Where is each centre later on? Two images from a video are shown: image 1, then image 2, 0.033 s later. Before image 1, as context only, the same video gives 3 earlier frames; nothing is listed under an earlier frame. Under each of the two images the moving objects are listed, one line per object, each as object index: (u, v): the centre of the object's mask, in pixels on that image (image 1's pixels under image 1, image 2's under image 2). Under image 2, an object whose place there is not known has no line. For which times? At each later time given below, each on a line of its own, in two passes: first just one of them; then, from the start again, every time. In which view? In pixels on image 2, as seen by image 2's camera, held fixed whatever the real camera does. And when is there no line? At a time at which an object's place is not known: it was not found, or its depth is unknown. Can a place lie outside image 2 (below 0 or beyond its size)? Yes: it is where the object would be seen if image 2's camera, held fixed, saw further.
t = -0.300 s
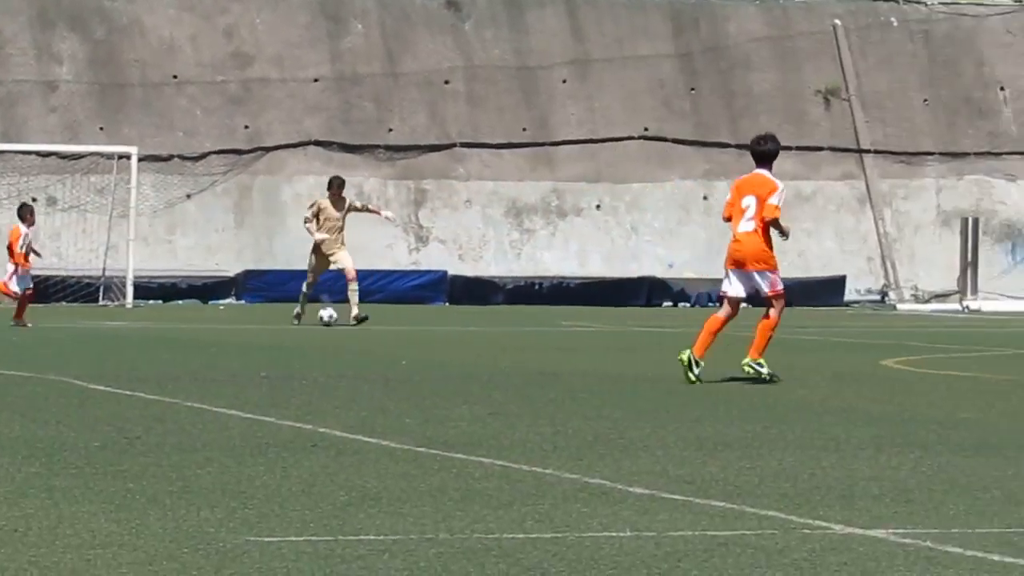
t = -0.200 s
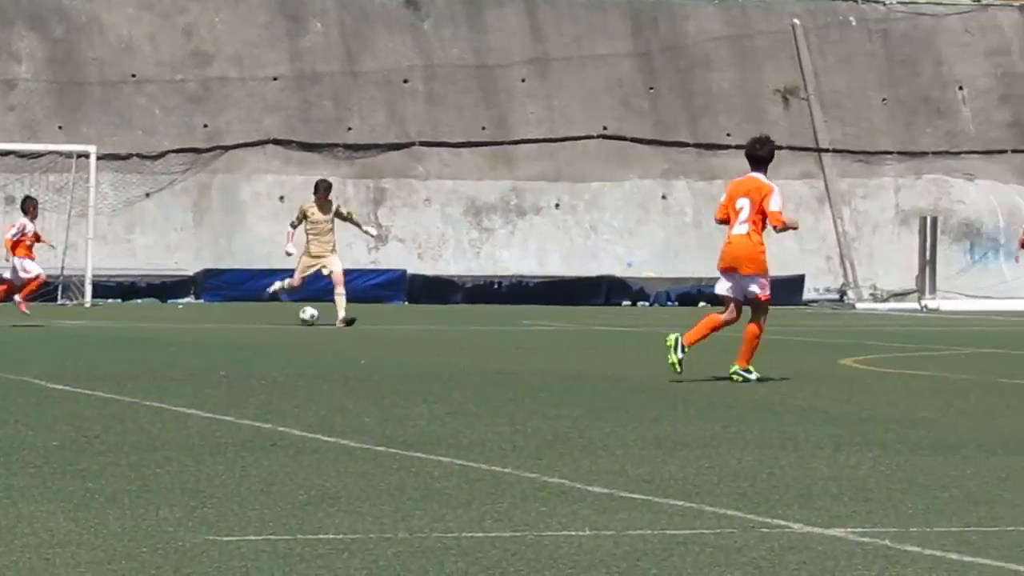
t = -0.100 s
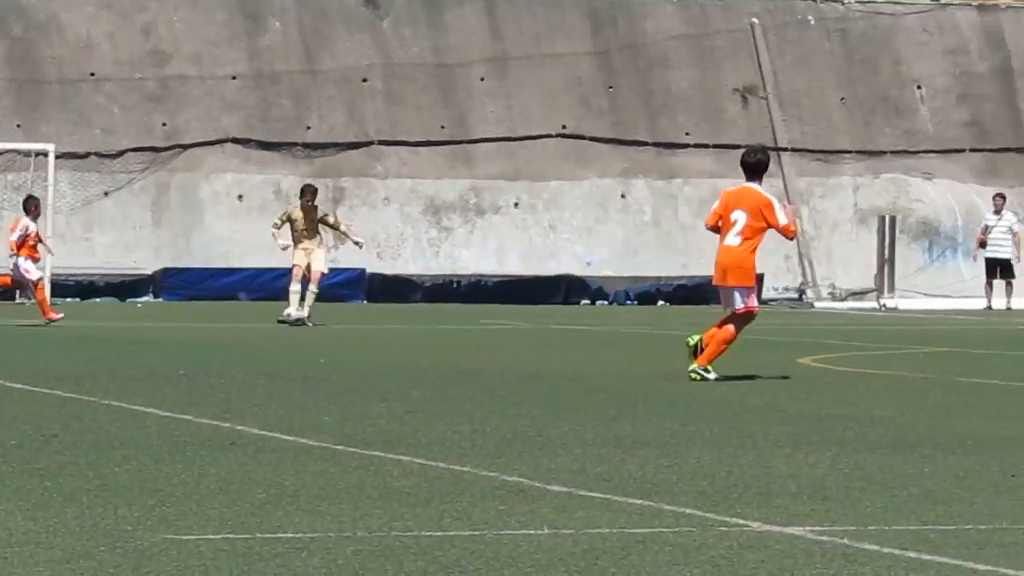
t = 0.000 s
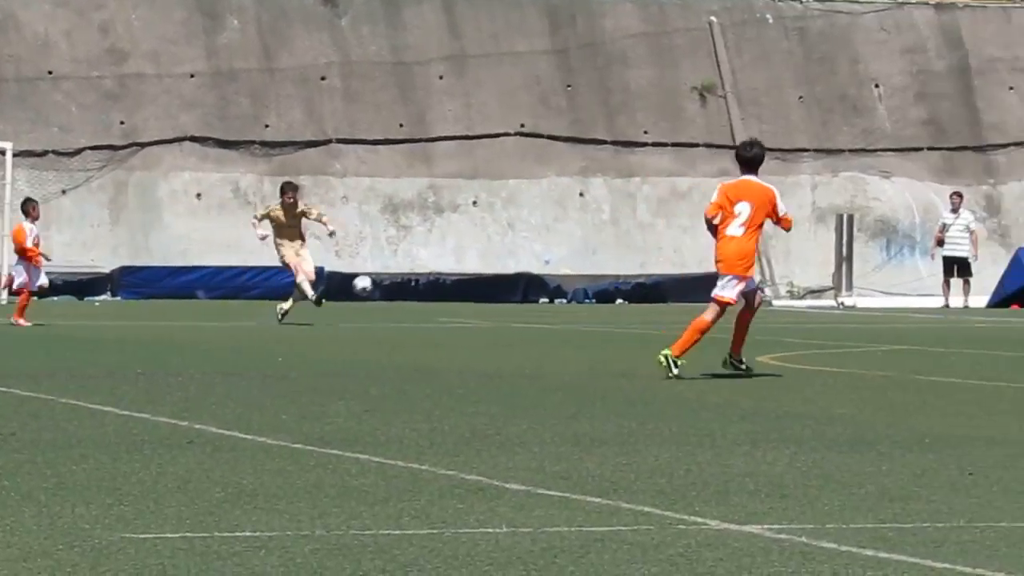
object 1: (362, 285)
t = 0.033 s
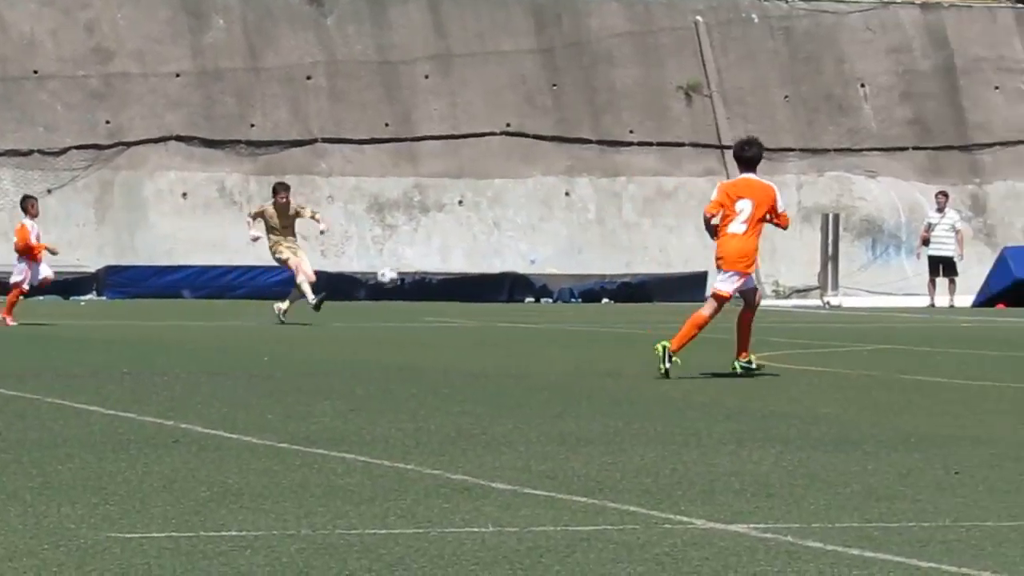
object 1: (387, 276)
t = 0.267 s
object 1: (676, 249)
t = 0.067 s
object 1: (426, 269)
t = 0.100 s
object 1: (467, 264)
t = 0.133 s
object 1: (507, 258)
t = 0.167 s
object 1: (549, 255)
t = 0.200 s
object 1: (590, 251)
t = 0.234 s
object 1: (633, 249)
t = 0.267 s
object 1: (676, 249)
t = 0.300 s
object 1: (720, 249)
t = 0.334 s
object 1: (765, 250)
